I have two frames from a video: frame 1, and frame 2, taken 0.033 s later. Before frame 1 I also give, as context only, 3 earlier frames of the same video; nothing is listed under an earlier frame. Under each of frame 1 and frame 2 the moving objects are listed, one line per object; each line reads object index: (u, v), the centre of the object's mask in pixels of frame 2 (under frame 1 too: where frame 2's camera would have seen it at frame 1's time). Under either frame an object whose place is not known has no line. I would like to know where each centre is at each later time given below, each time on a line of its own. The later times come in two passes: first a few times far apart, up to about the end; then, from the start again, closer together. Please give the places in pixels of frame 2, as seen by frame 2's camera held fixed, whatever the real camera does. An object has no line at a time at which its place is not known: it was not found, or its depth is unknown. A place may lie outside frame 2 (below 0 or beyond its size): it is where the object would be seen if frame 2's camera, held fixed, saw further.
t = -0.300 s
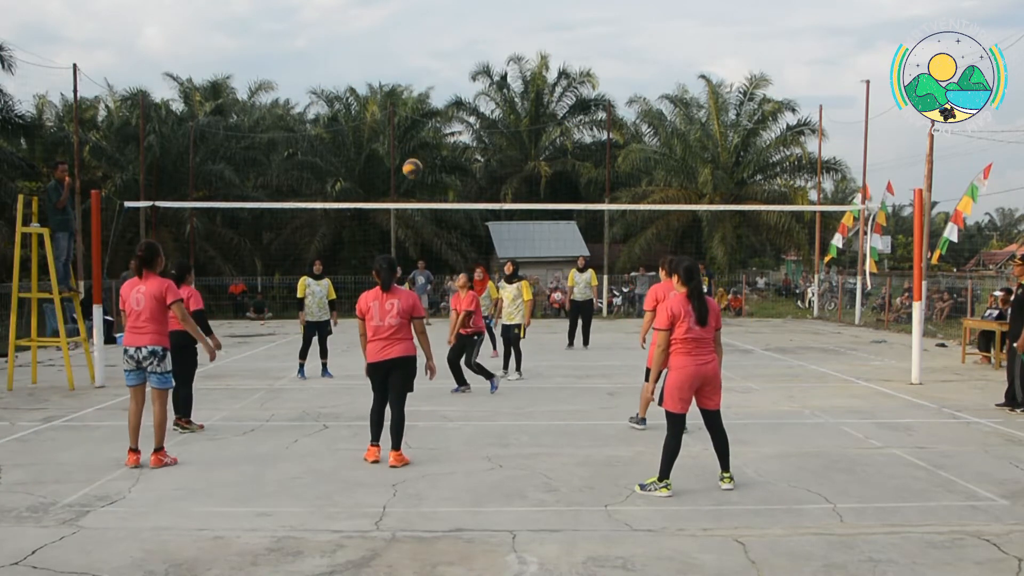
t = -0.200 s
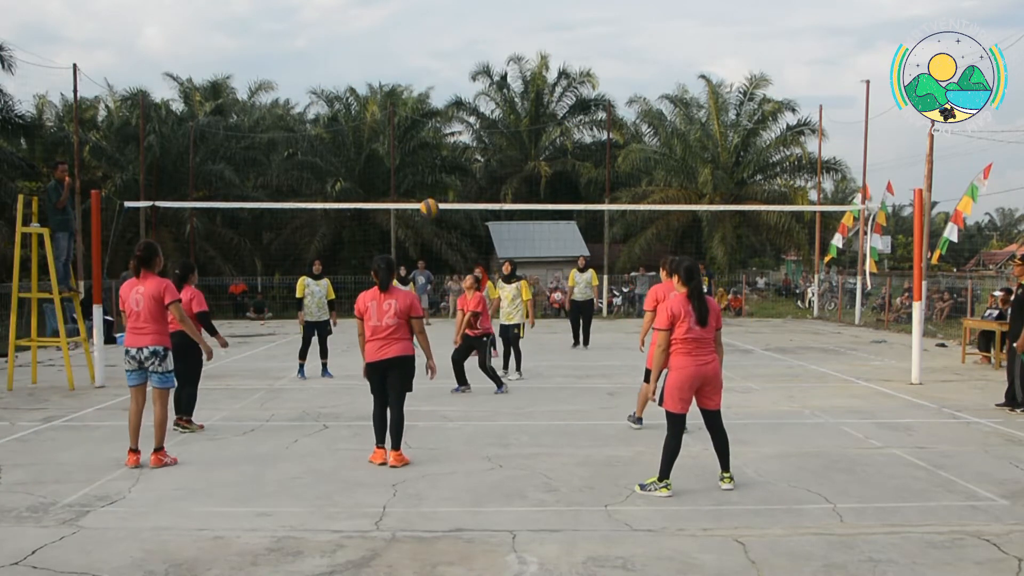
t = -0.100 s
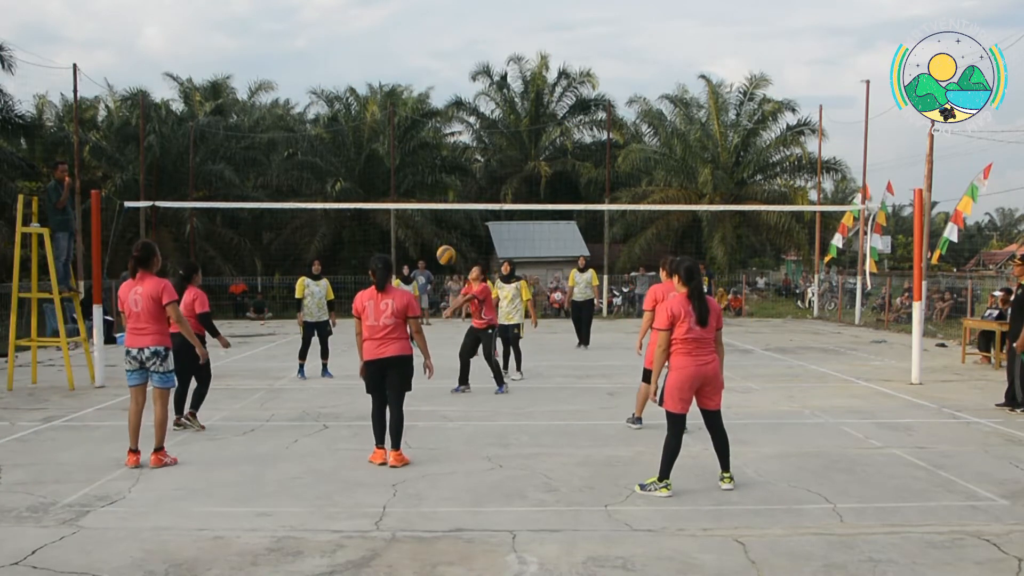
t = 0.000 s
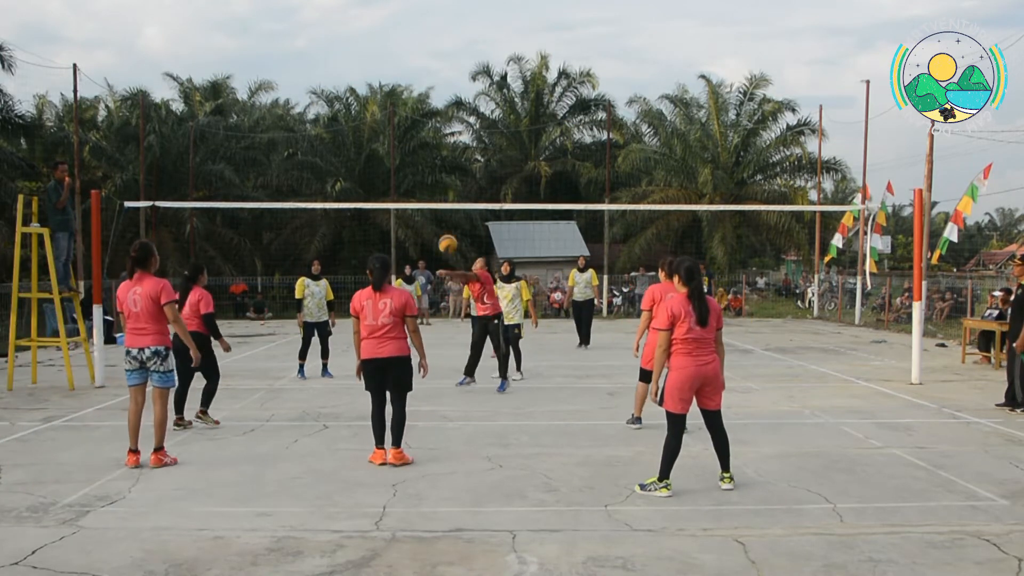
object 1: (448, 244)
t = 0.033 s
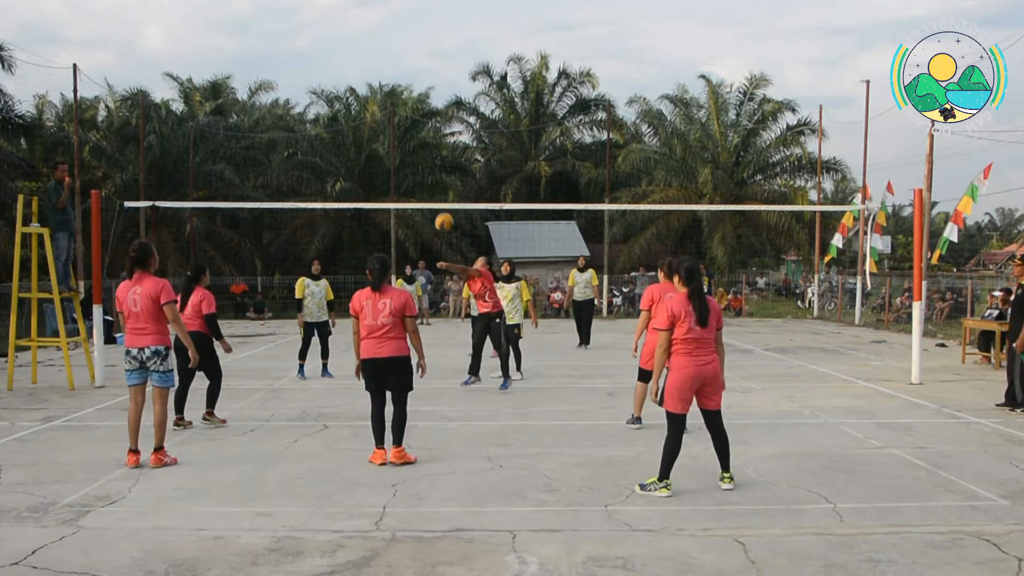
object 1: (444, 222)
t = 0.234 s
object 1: (421, 112)
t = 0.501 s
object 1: (399, 26)
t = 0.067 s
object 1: (440, 201)
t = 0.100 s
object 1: (436, 181)
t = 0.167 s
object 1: (429, 144)
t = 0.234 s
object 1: (421, 112)
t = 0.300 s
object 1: (417, 85)
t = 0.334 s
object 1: (414, 73)
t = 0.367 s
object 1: (411, 62)
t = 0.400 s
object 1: (408, 51)
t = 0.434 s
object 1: (405, 42)
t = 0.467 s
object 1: (402, 34)
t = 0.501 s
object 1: (399, 26)
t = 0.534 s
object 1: (396, 20)
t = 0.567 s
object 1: (393, 14)
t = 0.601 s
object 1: (390, 10)
